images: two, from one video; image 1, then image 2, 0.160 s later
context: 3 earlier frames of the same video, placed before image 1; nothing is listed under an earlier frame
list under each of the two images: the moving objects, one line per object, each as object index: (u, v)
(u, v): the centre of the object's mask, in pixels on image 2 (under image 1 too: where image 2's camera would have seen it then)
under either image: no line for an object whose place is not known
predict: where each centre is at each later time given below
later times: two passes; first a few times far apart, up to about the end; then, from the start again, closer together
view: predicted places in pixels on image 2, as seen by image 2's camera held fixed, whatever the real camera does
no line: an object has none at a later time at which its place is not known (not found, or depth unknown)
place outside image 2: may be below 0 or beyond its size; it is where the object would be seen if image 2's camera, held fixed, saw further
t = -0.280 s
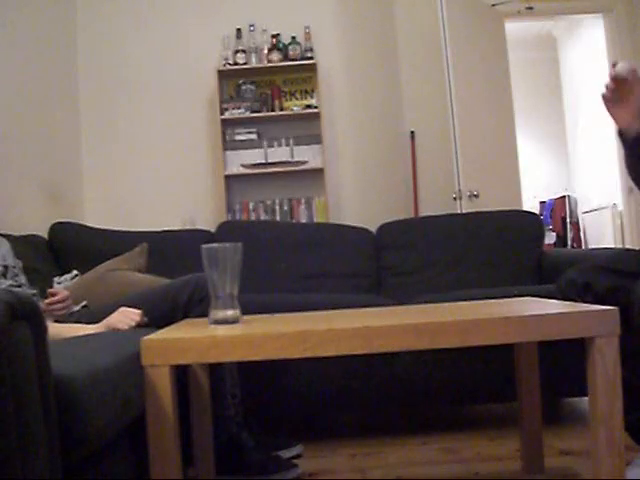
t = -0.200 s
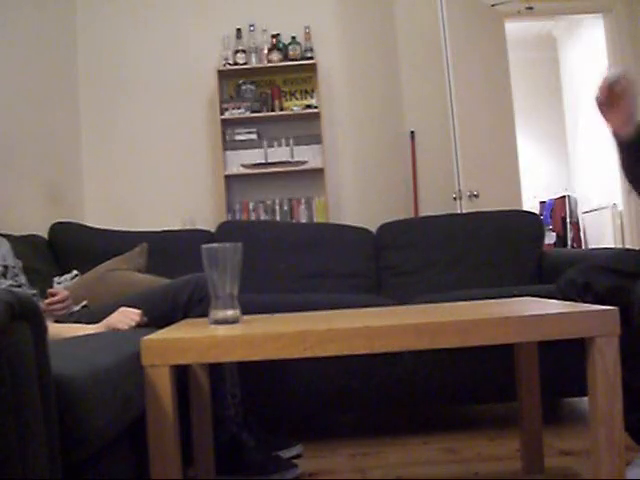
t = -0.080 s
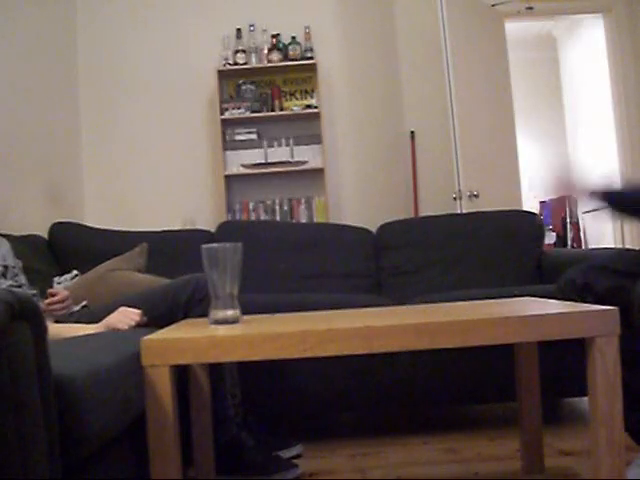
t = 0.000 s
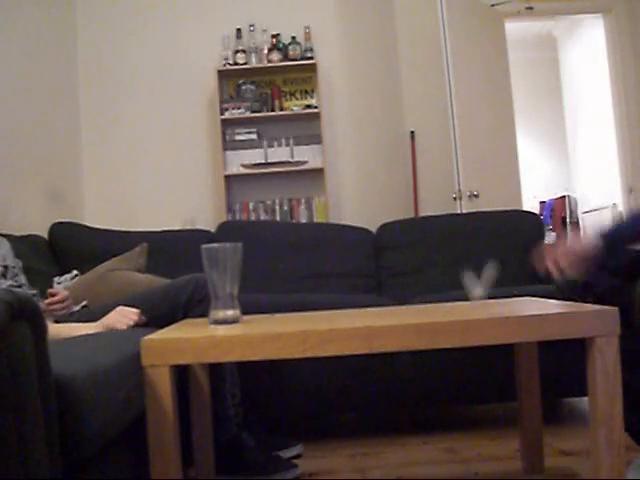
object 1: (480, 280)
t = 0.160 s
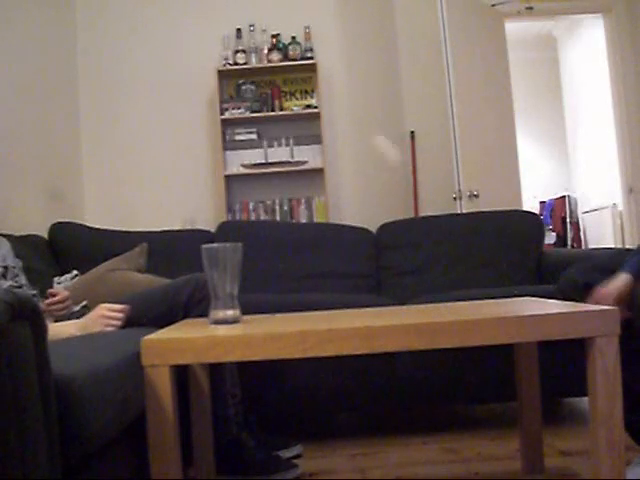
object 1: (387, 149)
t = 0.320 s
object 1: (306, 120)
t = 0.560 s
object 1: (217, 275)
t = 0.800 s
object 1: (226, 269)
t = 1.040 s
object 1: (226, 280)
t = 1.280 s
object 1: (226, 279)
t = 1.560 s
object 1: (226, 283)
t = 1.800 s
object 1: (228, 282)
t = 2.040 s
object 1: (225, 284)
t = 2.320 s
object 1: (226, 285)
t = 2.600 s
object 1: (222, 287)
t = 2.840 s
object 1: (222, 288)
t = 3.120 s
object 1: (222, 289)
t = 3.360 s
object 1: (225, 291)
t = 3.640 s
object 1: (225, 298)
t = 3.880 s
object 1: (223, 304)
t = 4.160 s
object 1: (223, 305)
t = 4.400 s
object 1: (228, 306)
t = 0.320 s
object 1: (306, 120)
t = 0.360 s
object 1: (288, 129)
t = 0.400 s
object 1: (269, 145)
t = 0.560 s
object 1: (217, 275)
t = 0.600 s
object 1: (223, 285)
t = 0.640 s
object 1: (228, 272)
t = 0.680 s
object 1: (222, 265)
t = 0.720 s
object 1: (214, 263)
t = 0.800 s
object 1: (226, 269)
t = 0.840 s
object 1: (226, 276)
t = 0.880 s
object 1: (218, 281)
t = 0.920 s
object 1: (226, 279)
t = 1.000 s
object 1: (218, 281)
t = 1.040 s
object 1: (226, 280)
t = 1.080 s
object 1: (223, 279)
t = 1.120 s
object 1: (217, 279)
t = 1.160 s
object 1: (225, 280)
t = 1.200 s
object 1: (223, 281)
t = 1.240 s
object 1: (218, 280)
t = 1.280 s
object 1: (226, 279)
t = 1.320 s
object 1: (225, 281)
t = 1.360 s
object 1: (218, 282)
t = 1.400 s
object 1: (225, 281)
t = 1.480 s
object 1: (218, 281)
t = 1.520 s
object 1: (223, 282)
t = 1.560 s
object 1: (226, 283)
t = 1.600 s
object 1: (219, 282)
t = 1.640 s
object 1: (221, 281)
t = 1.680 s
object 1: (228, 283)
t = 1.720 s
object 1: (220, 283)
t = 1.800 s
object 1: (228, 282)
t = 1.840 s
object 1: (222, 282)
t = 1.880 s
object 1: (219, 283)
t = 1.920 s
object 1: (227, 284)
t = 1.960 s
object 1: (223, 283)
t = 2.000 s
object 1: (218, 283)
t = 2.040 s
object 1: (225, 284)
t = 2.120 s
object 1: (219, 284)
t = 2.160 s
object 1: (225, 284)
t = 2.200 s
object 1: (226, 284)
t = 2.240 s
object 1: (219, 286)
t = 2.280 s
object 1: (223, 285)
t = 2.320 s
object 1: (226, 285)
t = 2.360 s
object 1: (220, 286)
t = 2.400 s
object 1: (222, 286)
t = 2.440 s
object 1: (226, 286)
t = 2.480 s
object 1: (220, 287)
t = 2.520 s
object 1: (222, 286)
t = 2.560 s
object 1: (226, 286)
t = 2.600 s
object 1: (222, 287)
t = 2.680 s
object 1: (227, 287)
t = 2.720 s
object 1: (222, 288)
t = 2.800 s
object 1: (226, 288)
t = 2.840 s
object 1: (222, 288)
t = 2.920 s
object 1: (226, 289)
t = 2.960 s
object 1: (221, 289)
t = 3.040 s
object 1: (226, 289)
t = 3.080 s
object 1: (221, 289)
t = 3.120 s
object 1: (222, 289)
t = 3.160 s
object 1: (226, 289)
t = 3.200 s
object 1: (221, 290)
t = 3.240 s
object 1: (224, 290)
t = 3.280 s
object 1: (225, 290)
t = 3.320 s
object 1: (221, 290)
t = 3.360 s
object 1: (225, 291)
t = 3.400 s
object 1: (223, 291)
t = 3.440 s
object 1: (223, 291)
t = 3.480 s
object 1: (225, 292)
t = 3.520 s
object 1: (221, 292)
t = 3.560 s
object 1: (225, 293)
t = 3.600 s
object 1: (222, 295)
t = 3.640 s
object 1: (225, 298)
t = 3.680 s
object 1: (222, 304)
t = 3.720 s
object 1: (223, 302)
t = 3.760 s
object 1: (227, 304)
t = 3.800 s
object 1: (223, 302)
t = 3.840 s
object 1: (221, 305)
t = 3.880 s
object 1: (223, 304)
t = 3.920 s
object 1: (226, 304)
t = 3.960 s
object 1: (227, 305)
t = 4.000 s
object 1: (223, 305)
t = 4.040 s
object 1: (222, 305)
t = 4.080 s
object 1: (221, 306)
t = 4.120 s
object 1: (222, 306)
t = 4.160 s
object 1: (223, 305)
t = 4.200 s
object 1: (224, 305)
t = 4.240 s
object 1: (225, 305)
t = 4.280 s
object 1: (226, 306)
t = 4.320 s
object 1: (227, 306)
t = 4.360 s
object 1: (228, 306)
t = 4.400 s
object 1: (228, 306)
